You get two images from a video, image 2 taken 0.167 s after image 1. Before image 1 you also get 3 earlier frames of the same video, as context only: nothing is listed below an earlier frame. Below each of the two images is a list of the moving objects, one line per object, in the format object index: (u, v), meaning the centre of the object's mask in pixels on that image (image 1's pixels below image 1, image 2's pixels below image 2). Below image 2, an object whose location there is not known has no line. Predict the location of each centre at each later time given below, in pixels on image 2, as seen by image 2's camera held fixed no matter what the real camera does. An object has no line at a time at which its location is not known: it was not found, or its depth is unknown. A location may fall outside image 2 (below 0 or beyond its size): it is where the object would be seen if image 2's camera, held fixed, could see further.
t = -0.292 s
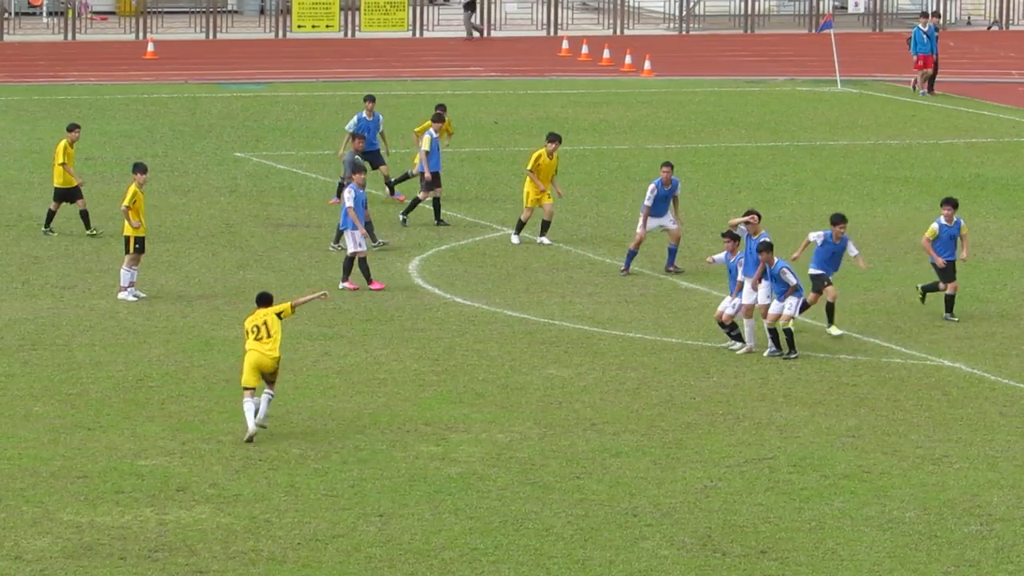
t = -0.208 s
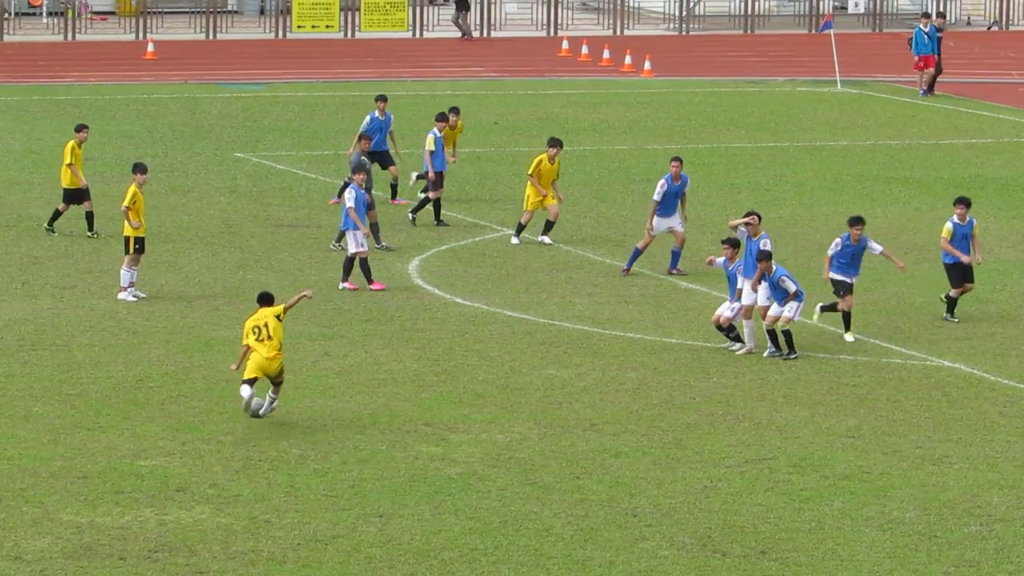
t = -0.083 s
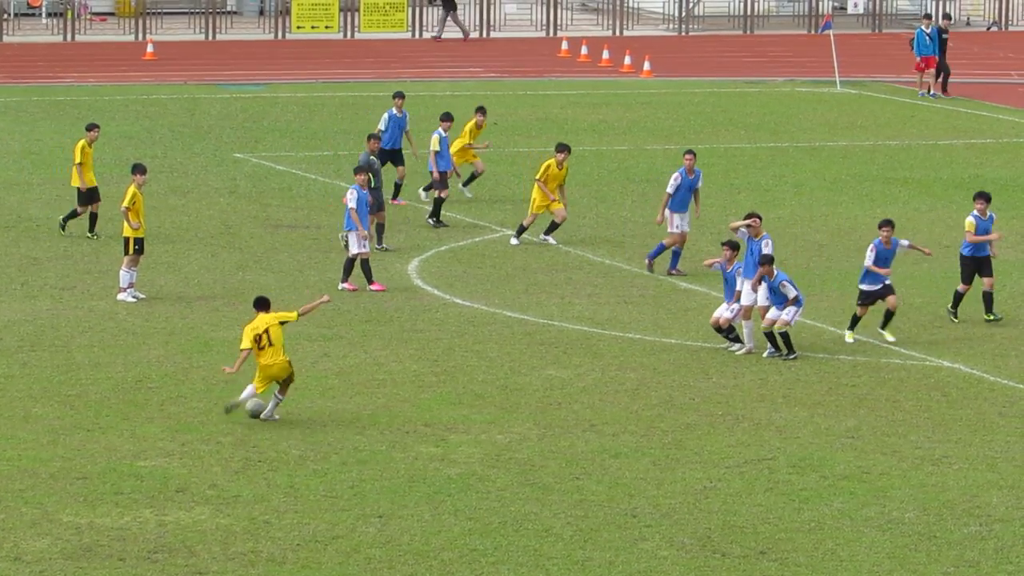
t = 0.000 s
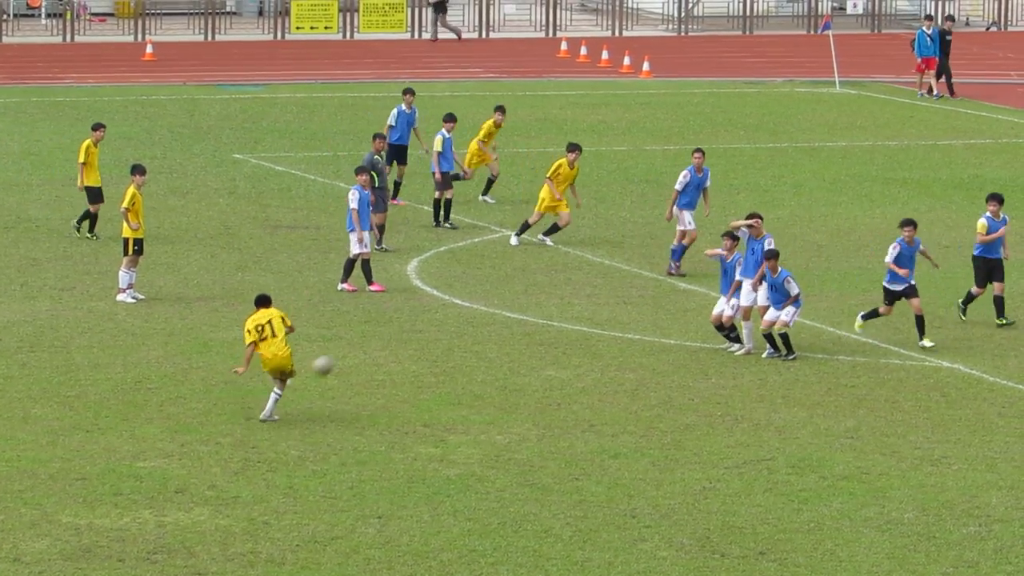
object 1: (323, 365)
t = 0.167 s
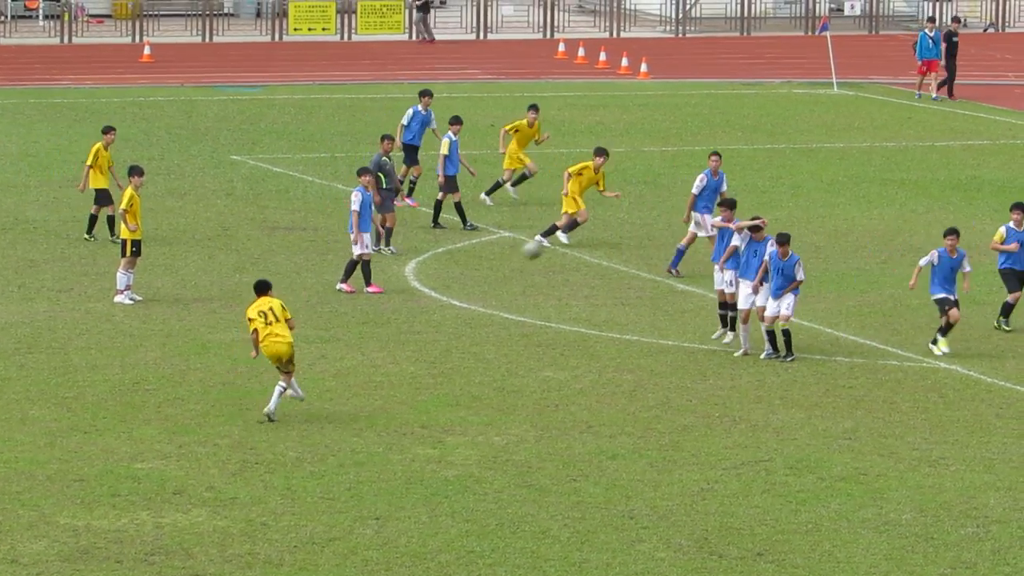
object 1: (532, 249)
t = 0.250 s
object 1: (632, 203)
